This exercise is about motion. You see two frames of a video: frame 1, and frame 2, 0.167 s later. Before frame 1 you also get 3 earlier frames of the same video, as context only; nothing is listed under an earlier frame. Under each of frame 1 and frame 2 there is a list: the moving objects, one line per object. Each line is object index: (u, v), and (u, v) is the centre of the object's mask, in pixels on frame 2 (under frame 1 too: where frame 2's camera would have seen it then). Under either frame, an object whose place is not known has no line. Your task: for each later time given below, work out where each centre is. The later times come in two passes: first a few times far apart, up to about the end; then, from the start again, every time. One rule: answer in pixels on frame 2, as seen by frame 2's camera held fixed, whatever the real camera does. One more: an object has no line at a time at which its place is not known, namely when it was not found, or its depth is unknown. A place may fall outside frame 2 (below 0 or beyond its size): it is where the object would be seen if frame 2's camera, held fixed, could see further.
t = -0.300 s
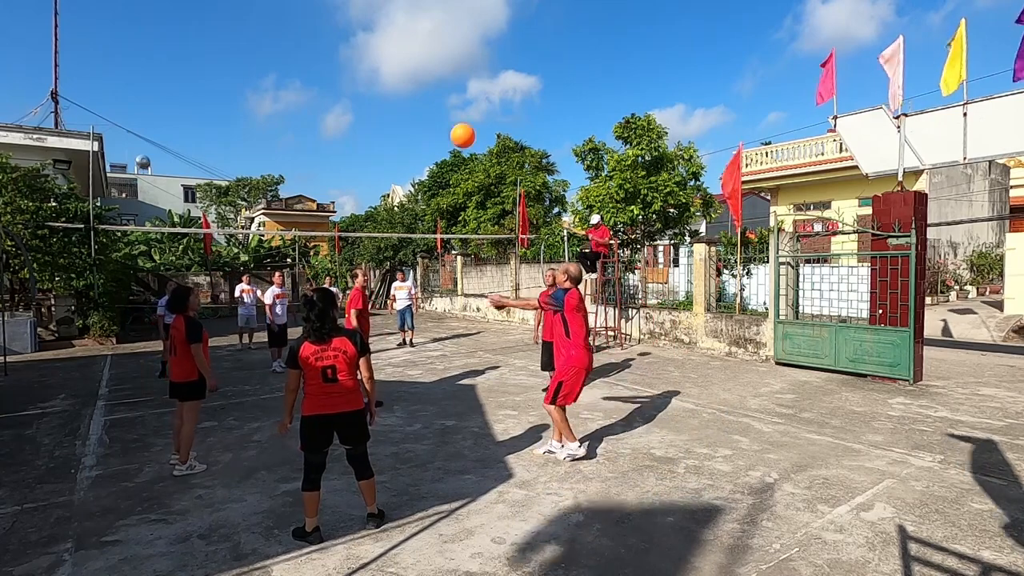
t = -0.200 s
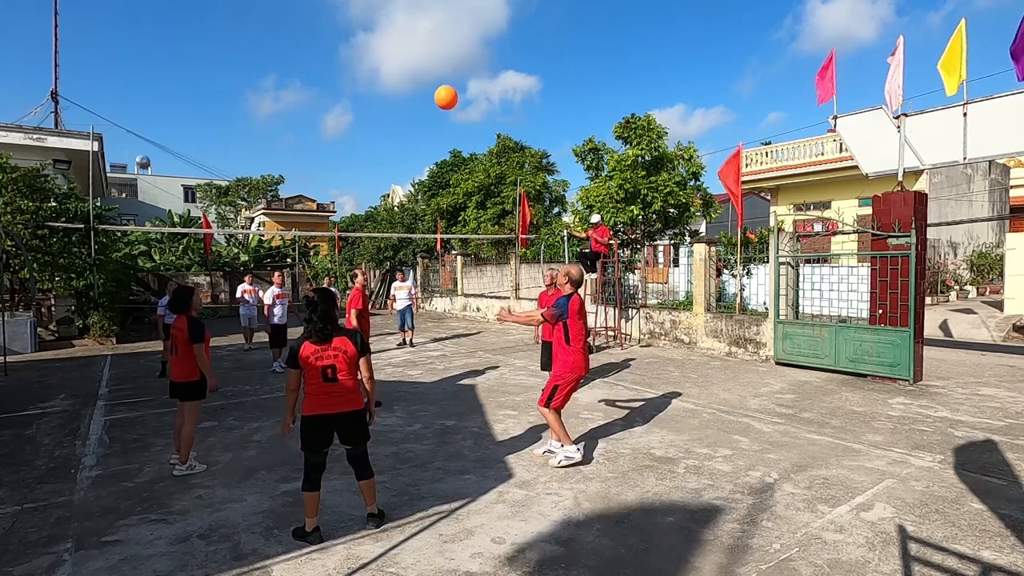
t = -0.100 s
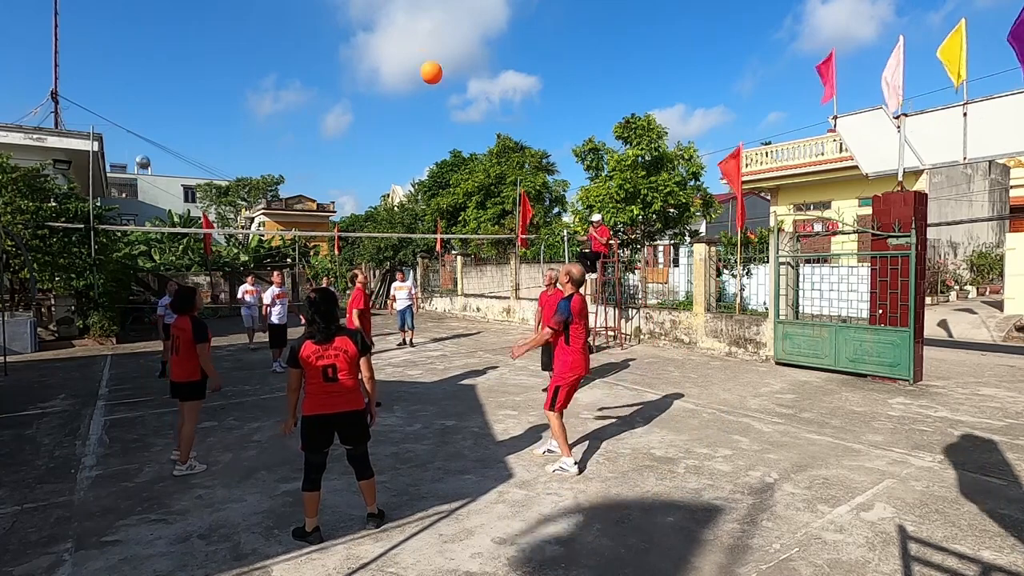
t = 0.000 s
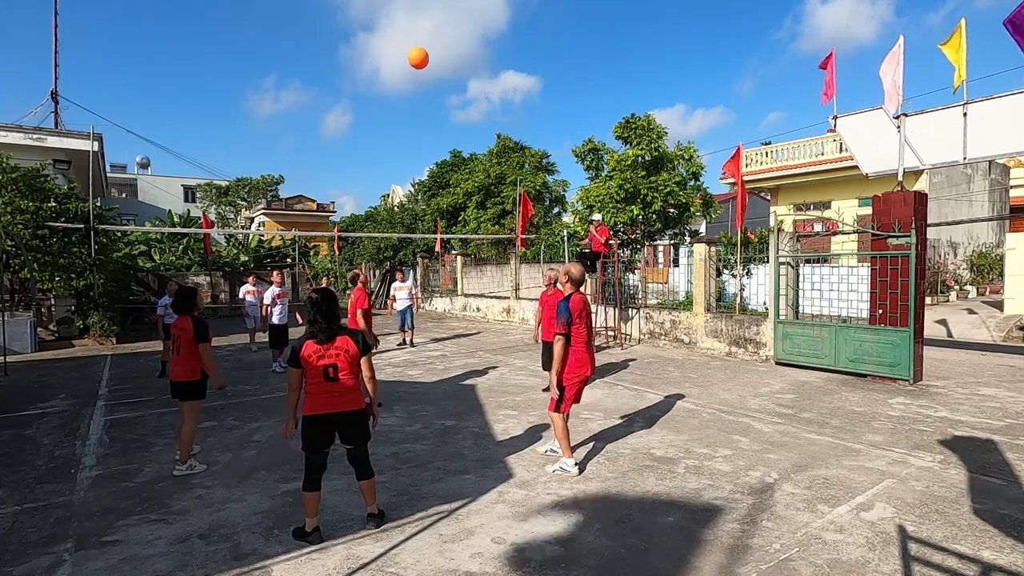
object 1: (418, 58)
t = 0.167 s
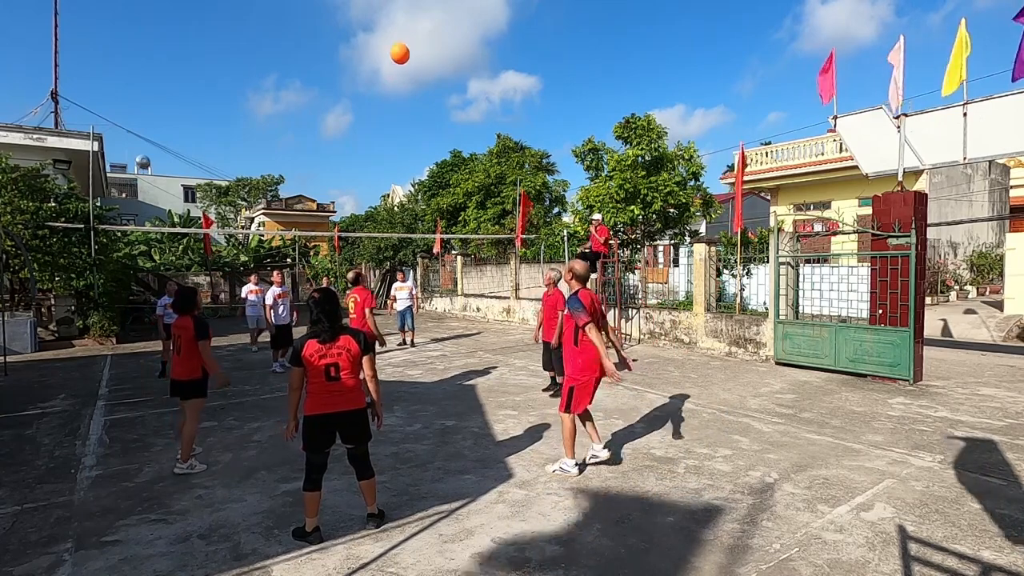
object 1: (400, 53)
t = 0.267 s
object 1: (390, 61)
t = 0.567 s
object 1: (368, 120)
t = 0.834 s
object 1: (353, 207)
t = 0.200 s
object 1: (396, 55)
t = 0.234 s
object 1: (393, 57)
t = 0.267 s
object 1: (390, 61)
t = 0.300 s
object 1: (387, 65)
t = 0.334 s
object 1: (384, 69)
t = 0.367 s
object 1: (381, 74)
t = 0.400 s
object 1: (379, 81)
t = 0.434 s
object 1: (376, 88)
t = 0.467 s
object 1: (374, 95)
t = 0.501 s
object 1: (372, 103)
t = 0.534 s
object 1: (370, 111)
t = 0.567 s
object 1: (368, 120)
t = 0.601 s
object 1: (366, 129)
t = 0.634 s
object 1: (364, 139)
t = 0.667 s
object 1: (362, 149)
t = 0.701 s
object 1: (360, 160)
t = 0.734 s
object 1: (358, 171)
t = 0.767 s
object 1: (357, 183)
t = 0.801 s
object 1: (355, 195)
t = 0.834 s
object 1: (353, 207)
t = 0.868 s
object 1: (351, 219)
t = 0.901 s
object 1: (350, 232)
